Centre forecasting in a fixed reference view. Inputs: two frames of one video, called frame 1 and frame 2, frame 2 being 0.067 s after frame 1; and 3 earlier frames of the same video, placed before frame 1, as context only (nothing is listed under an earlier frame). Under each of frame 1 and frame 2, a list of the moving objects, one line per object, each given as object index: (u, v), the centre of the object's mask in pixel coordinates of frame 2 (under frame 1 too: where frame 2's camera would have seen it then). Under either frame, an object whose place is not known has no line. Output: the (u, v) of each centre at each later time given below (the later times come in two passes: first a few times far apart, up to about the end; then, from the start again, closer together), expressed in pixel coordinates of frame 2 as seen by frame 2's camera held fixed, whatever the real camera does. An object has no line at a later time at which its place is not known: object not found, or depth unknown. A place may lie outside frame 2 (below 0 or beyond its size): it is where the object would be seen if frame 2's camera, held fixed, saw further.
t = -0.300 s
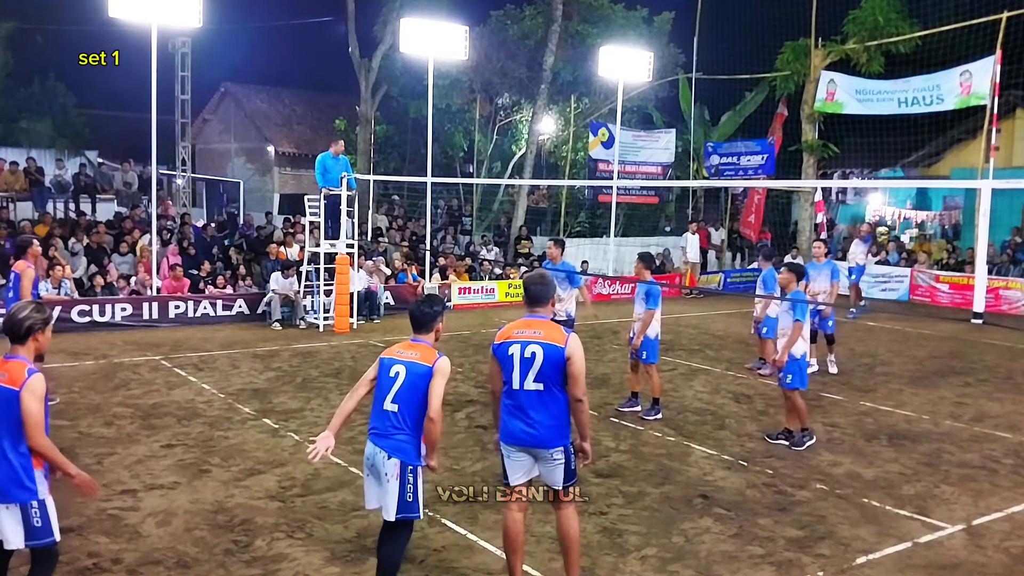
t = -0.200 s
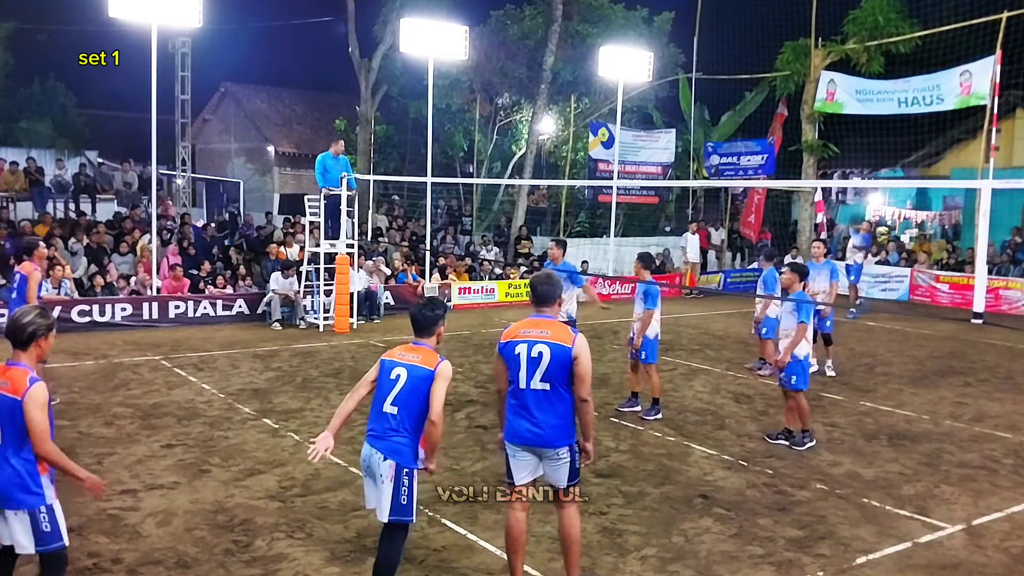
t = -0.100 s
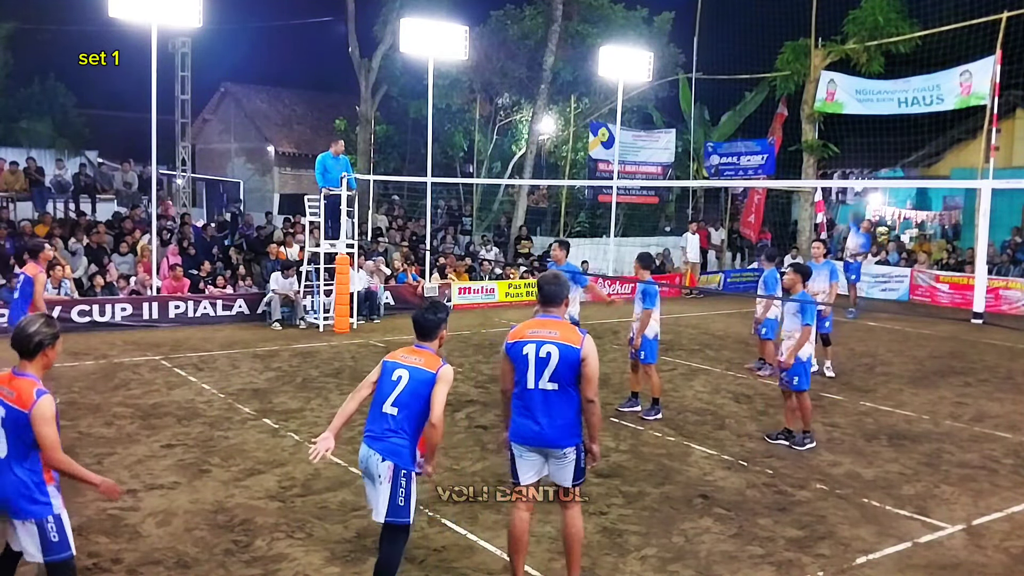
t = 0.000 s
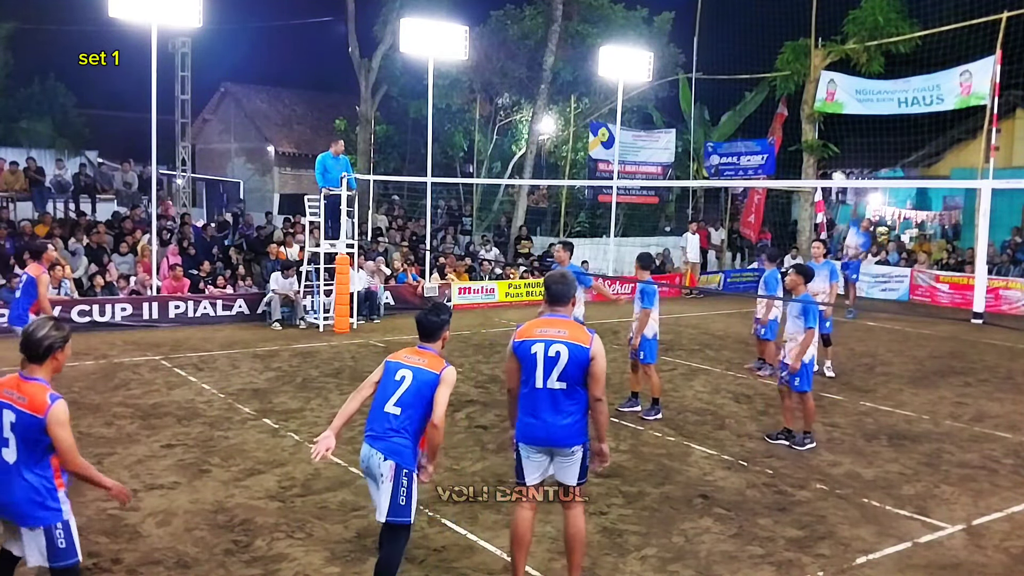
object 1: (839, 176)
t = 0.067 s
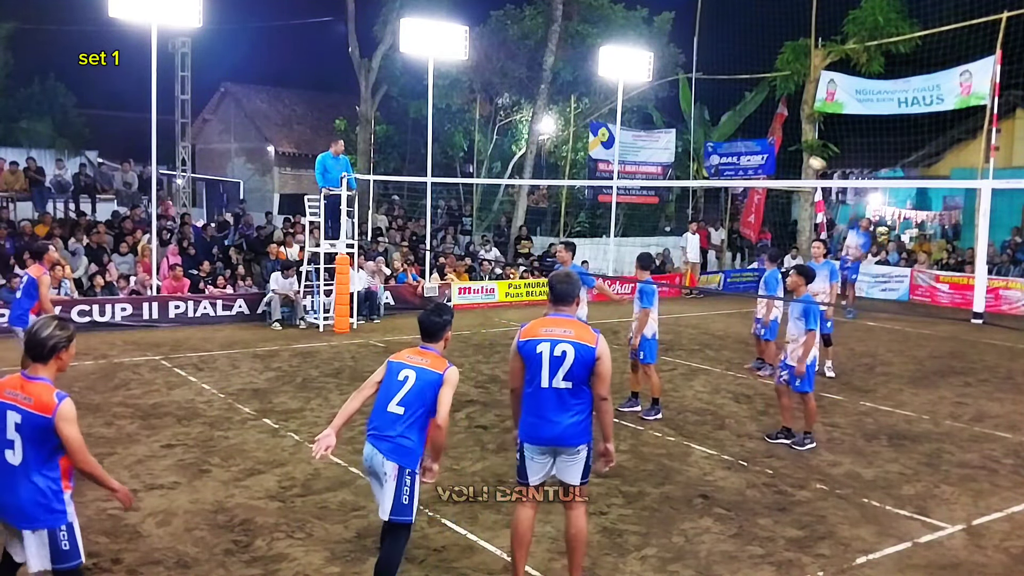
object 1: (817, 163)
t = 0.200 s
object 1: (769, 137)
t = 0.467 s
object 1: (642, 109)
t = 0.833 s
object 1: (372, 157)
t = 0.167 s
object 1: (780, 143)
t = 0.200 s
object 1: (769, 137)
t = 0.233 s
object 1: (754, 131)
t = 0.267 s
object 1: (741, 128)
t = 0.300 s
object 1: (727, 122)
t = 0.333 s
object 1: (710, 118)
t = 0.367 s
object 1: (695, 115)
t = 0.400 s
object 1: (677, 112)
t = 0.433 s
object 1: (660, 111)
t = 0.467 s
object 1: (642, 109)
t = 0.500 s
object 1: (625, 109)
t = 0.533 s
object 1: (603, 109)
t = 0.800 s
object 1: (403, 147)
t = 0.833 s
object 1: (372, 157)
